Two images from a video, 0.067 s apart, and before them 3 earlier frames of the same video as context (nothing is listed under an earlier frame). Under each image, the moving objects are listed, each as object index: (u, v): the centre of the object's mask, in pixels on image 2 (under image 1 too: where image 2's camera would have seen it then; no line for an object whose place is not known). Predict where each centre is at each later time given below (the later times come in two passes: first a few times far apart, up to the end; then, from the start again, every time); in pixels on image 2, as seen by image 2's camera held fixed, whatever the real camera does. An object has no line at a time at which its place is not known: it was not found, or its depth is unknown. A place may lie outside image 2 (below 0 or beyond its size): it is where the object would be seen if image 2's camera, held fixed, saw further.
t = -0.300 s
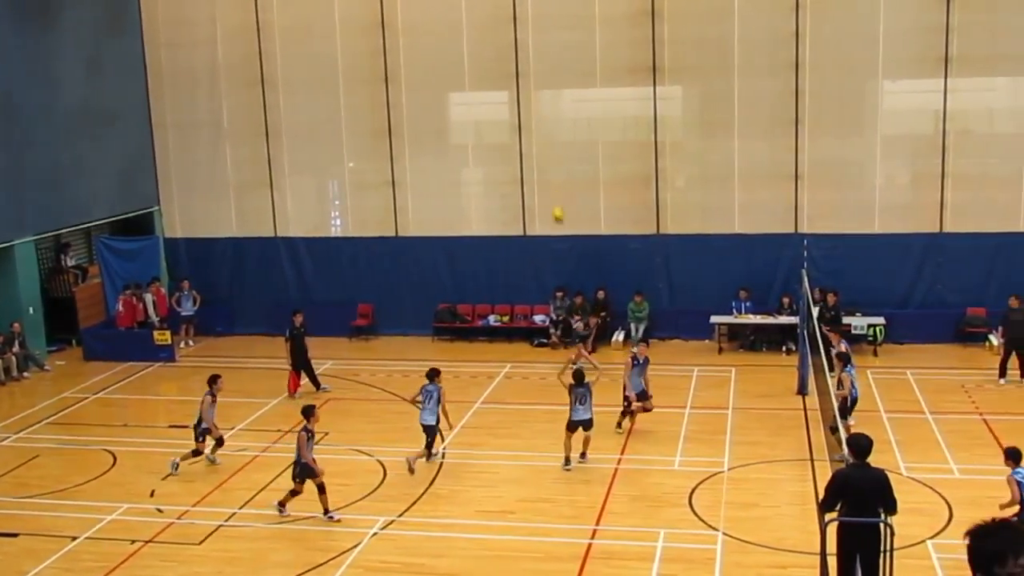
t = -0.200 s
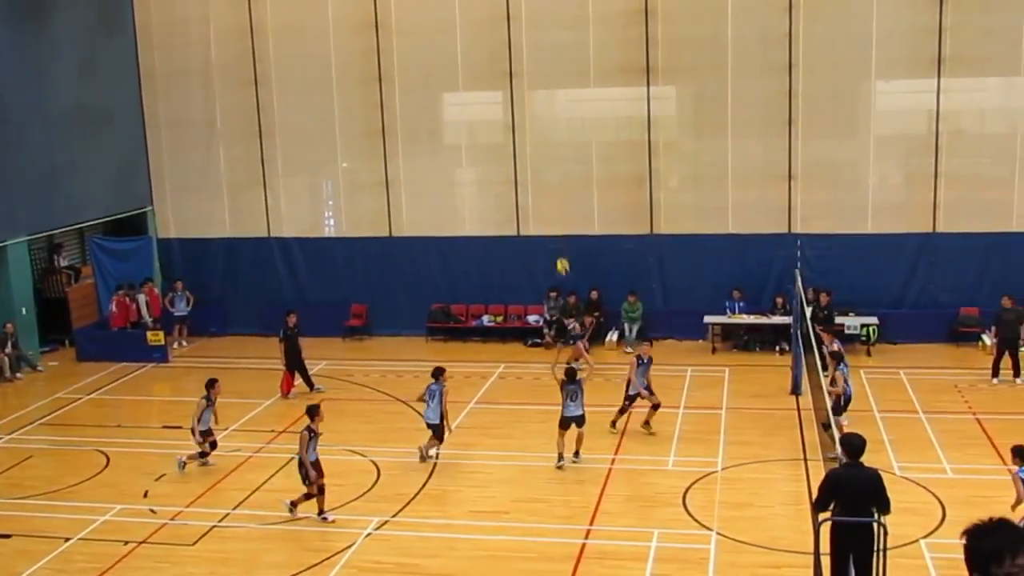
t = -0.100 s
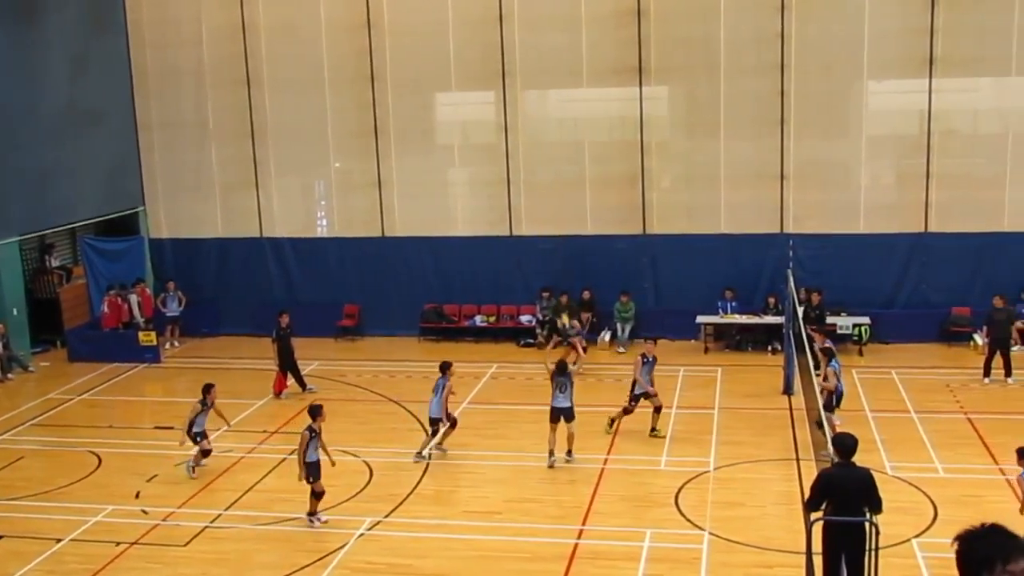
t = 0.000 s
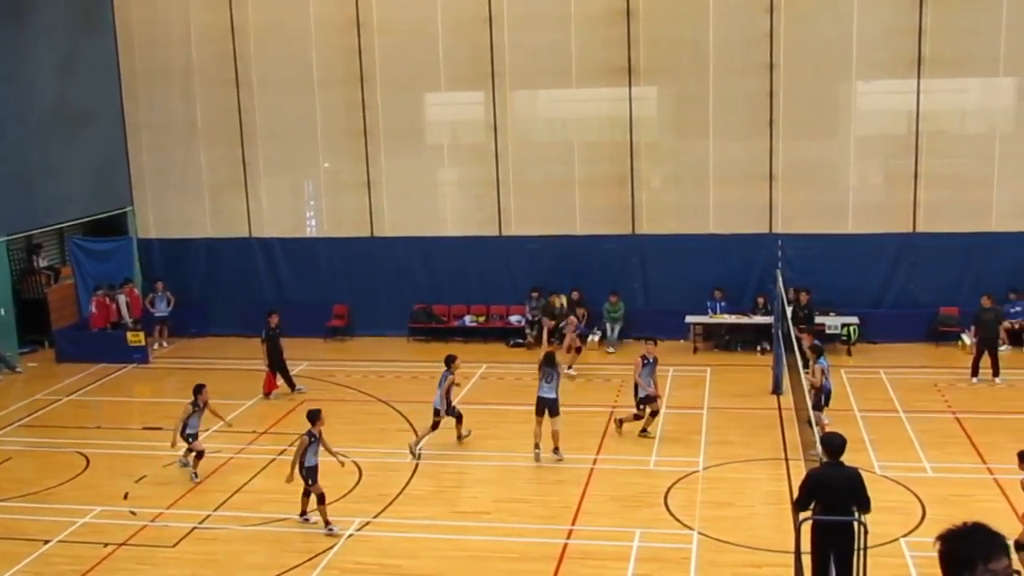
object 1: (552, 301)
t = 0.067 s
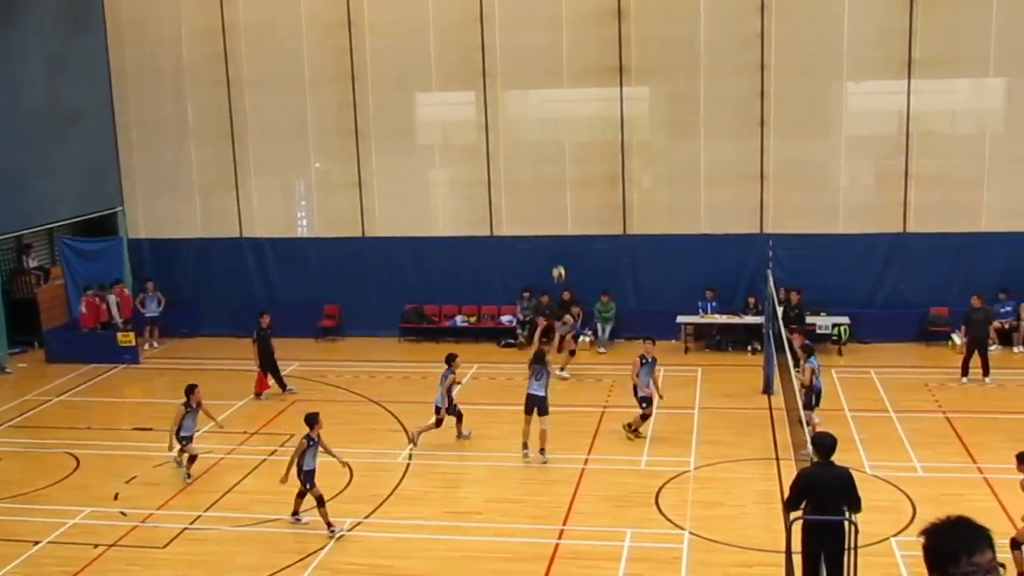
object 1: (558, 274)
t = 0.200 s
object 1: (570, 224)
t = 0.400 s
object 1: (588, 175)
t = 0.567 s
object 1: (603, 154)
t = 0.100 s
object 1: (561, 260)
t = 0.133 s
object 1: (565, 247)
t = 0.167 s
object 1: (568, 237)
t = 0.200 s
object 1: (570, 224)
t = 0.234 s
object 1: (573, 214)
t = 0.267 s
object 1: (576, 205)
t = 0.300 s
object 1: (579, 196)
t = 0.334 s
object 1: (582, 188)
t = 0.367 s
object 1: (585, 181)
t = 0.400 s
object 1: (588, 175)
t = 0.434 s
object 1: (591, 170)
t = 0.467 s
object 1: (594, 165)
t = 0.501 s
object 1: (597, 161)
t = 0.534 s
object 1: (600, 157)
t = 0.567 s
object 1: (603, 154)
